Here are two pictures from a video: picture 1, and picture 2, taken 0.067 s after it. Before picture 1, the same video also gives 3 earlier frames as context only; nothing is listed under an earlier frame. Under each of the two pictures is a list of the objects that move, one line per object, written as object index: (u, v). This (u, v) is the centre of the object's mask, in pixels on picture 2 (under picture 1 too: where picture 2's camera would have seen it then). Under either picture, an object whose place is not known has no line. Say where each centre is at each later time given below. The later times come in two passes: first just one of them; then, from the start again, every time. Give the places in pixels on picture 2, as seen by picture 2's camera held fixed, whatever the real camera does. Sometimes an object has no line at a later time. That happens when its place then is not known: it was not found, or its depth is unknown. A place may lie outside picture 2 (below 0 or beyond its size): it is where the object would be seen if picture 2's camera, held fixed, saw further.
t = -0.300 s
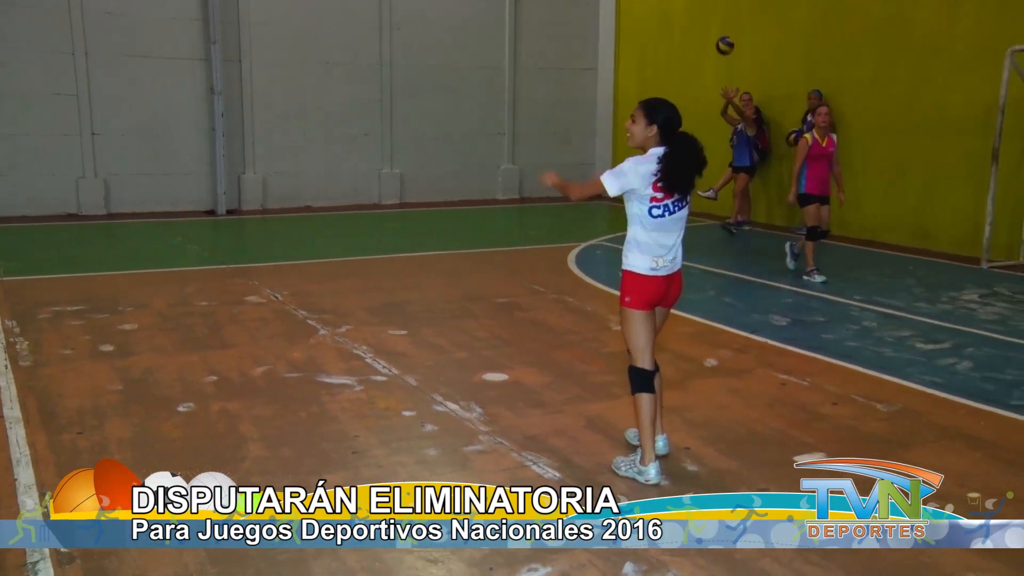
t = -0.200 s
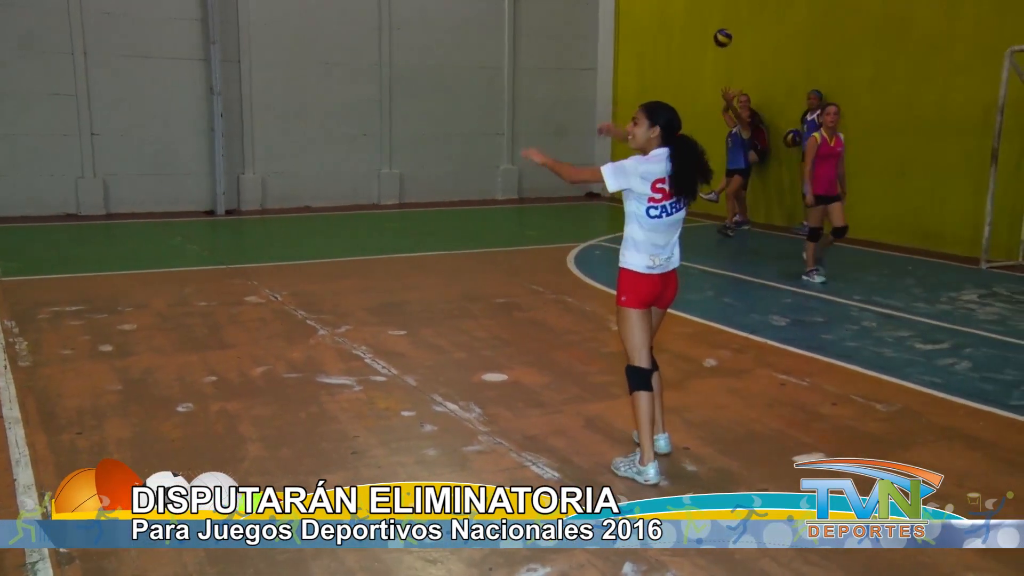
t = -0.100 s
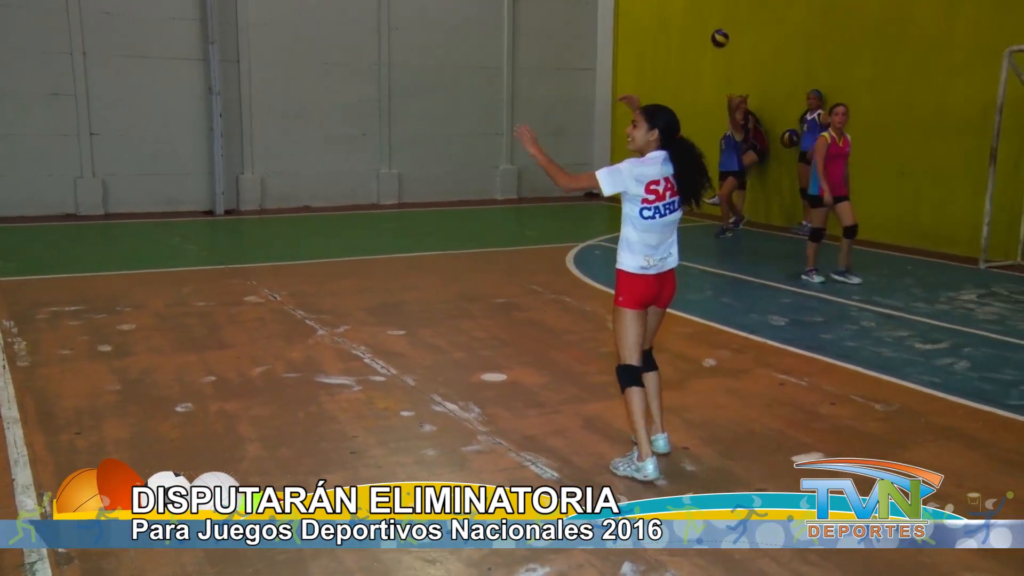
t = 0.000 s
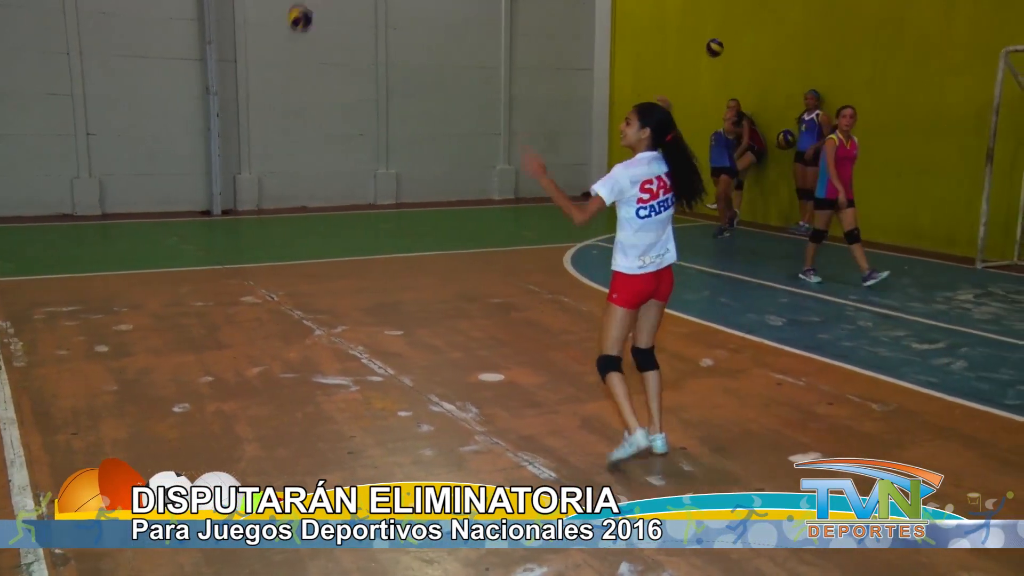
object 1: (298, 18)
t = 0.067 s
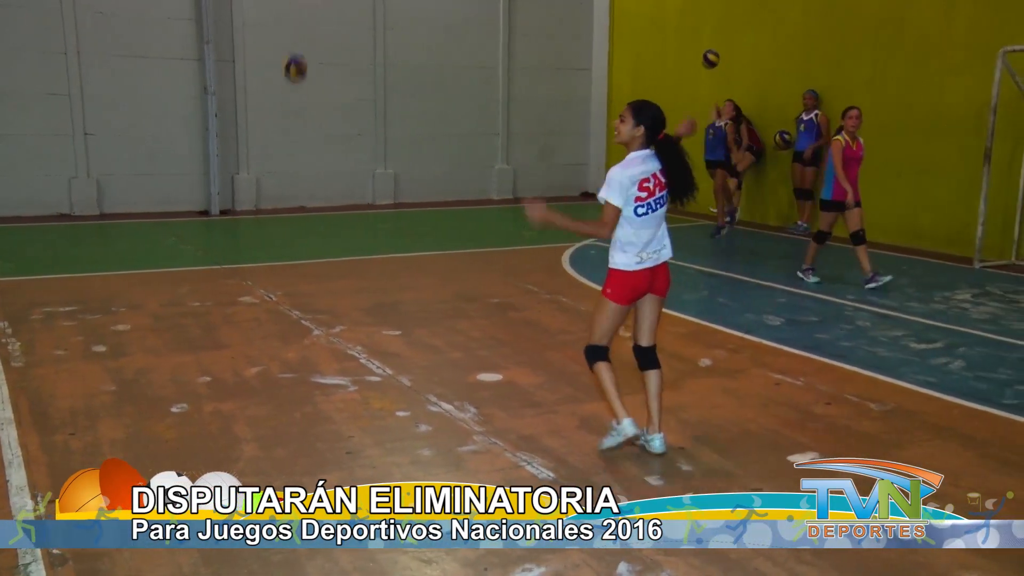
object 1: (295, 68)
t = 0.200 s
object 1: (289, 173)
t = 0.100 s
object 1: (295, 93)
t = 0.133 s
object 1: (293, 119)
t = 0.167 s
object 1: (291, 145)
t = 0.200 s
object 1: (289, 173)
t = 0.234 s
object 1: (288, 200)
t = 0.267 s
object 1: (286, 226)
